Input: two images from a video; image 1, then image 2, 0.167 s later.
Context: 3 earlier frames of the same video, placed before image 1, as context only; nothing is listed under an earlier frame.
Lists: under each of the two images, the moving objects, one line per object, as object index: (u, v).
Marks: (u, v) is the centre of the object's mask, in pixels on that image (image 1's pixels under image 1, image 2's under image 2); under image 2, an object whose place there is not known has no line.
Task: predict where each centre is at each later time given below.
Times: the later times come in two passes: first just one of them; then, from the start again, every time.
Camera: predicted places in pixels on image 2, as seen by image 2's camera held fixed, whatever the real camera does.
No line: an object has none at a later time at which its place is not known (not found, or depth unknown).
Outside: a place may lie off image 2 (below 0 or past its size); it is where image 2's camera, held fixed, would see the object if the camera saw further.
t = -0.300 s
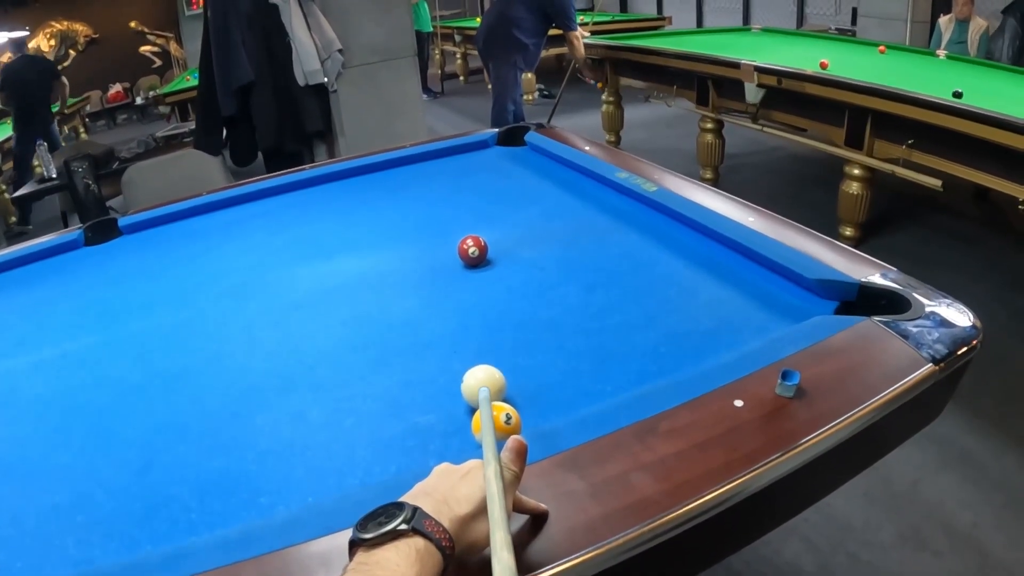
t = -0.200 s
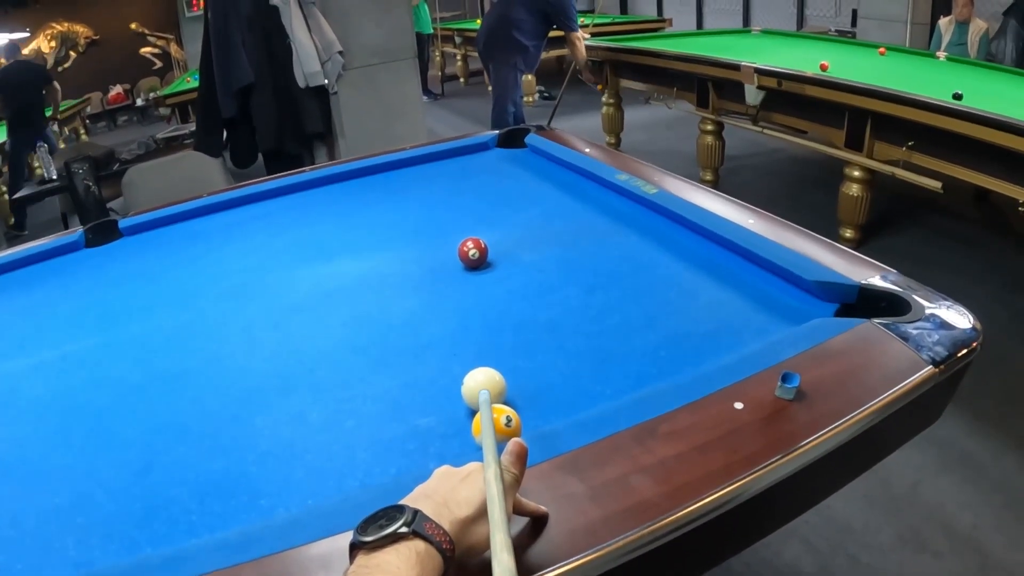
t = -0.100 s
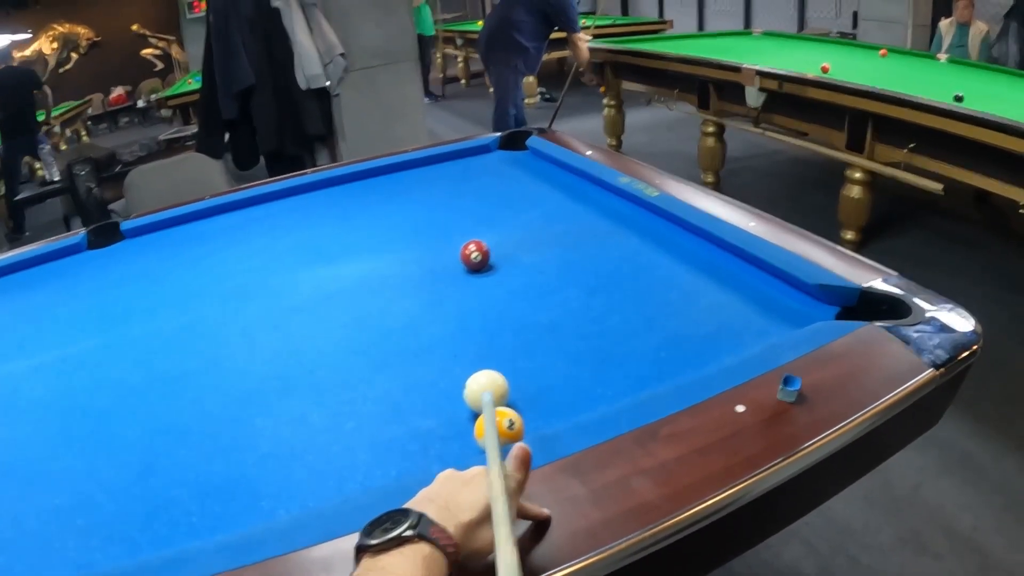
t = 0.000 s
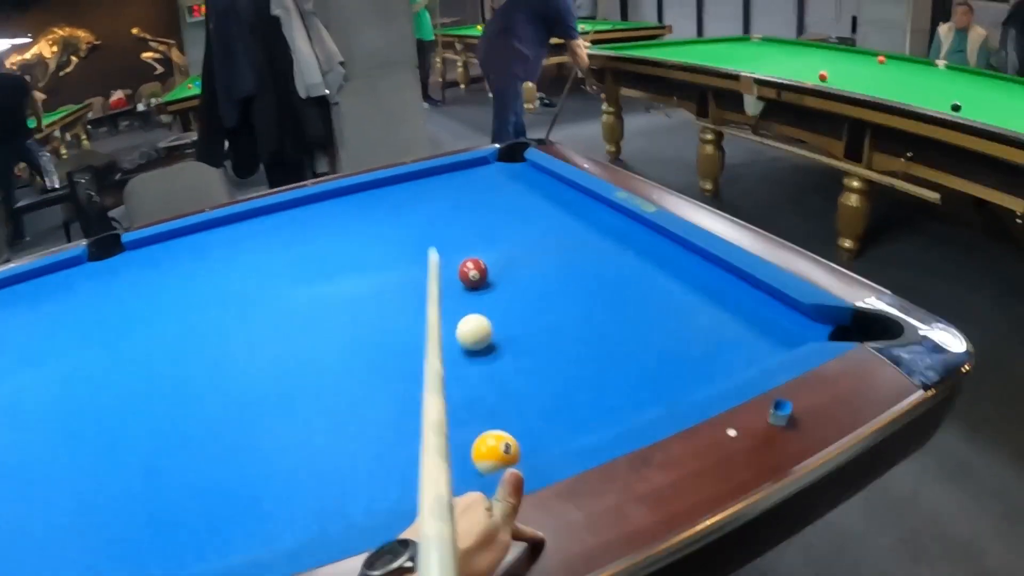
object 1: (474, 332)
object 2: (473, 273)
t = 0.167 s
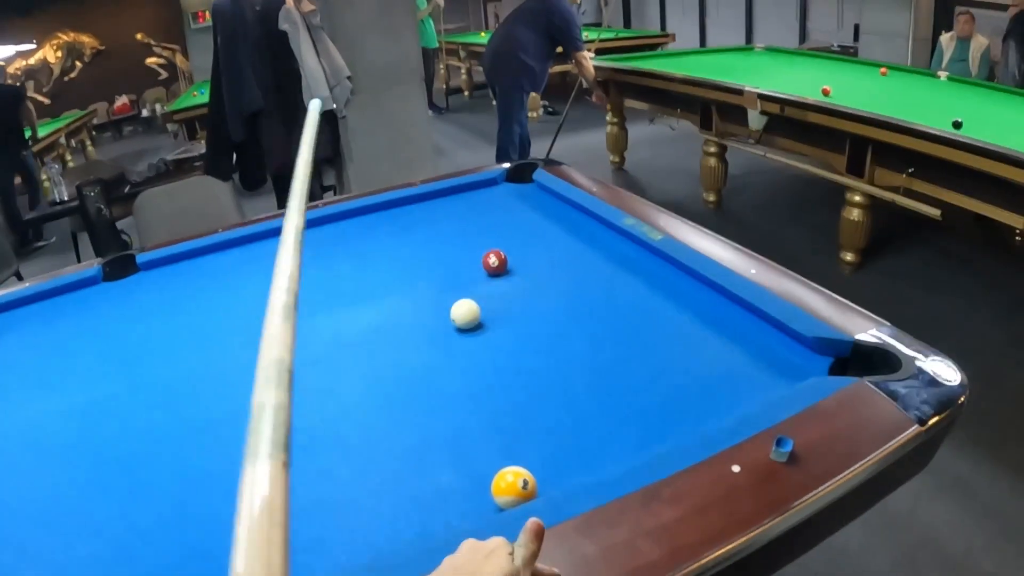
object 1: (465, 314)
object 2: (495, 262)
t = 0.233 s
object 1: (455, 309)
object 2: (500, 242)
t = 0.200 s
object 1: (460, 311)
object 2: (497, 252)
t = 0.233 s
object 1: (455, 309)
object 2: (500, 242)
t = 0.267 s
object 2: (502, 234)
